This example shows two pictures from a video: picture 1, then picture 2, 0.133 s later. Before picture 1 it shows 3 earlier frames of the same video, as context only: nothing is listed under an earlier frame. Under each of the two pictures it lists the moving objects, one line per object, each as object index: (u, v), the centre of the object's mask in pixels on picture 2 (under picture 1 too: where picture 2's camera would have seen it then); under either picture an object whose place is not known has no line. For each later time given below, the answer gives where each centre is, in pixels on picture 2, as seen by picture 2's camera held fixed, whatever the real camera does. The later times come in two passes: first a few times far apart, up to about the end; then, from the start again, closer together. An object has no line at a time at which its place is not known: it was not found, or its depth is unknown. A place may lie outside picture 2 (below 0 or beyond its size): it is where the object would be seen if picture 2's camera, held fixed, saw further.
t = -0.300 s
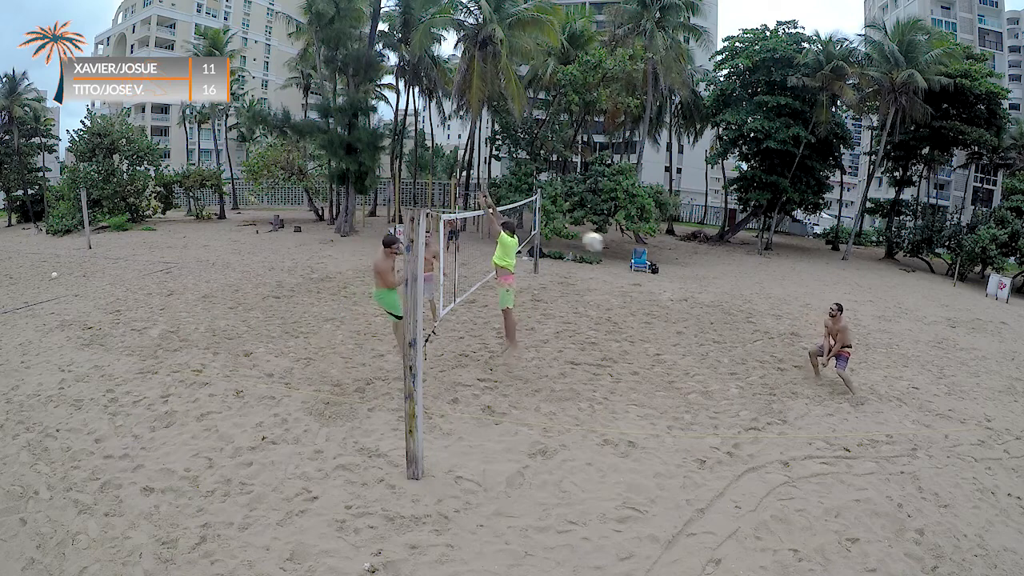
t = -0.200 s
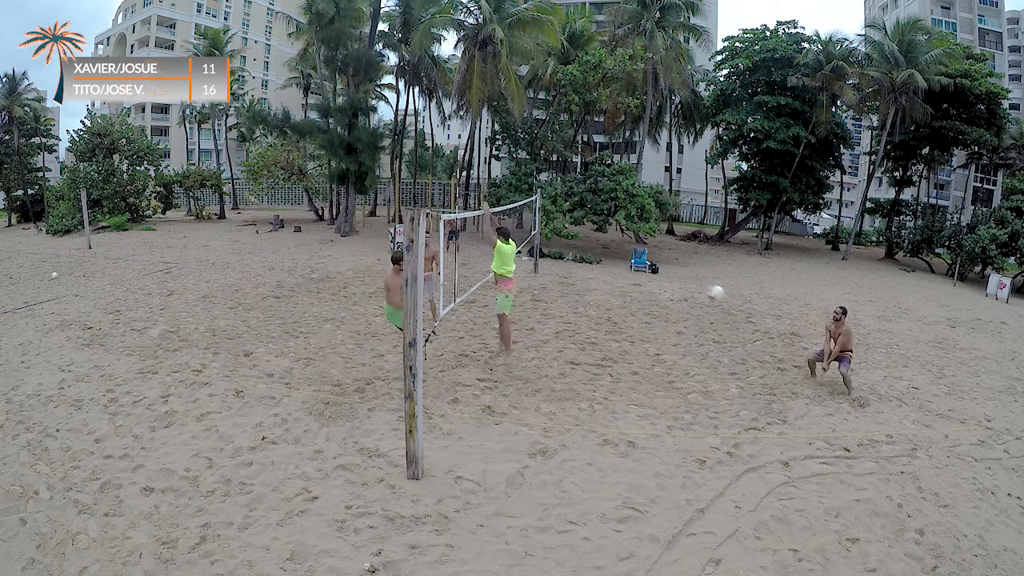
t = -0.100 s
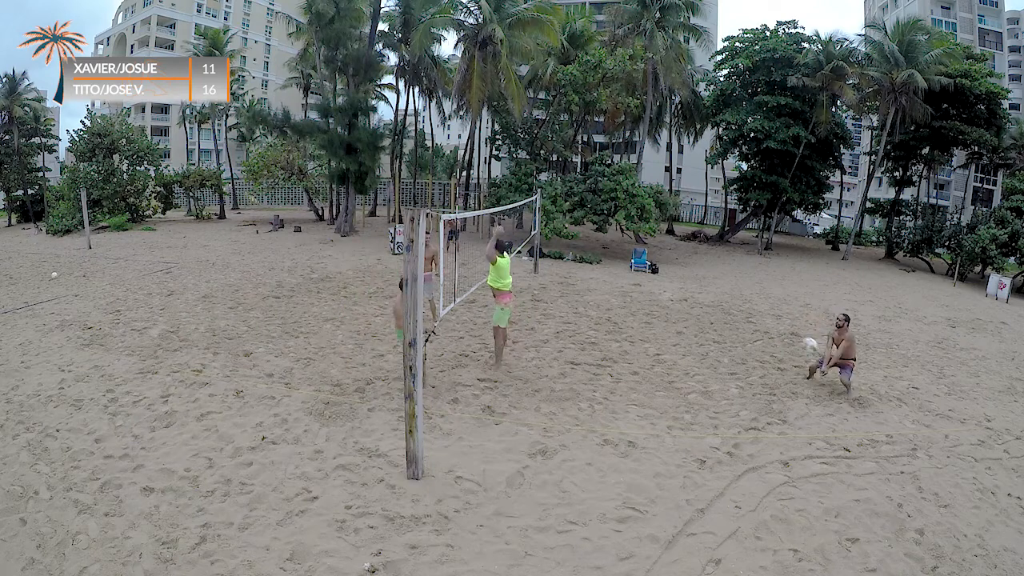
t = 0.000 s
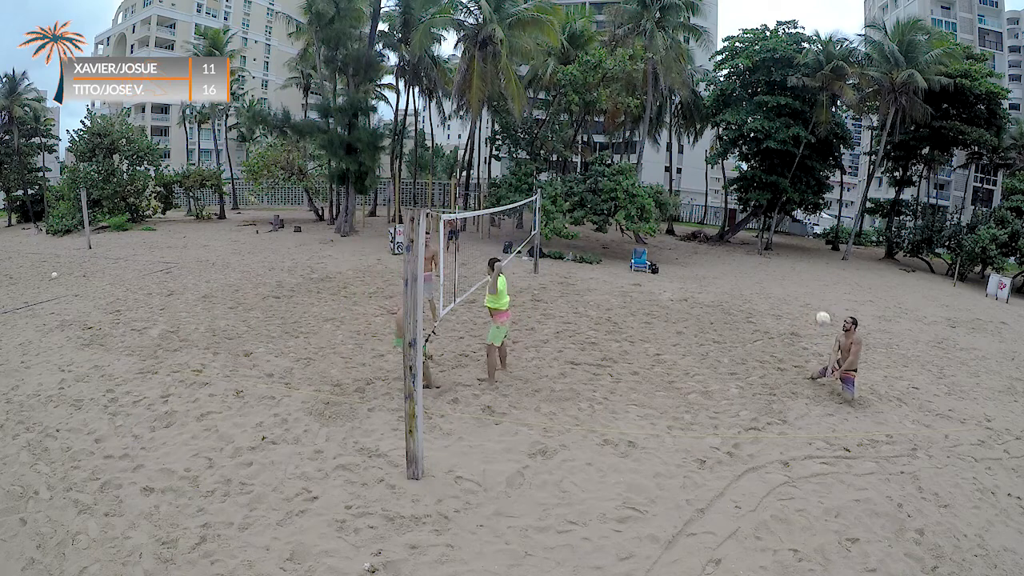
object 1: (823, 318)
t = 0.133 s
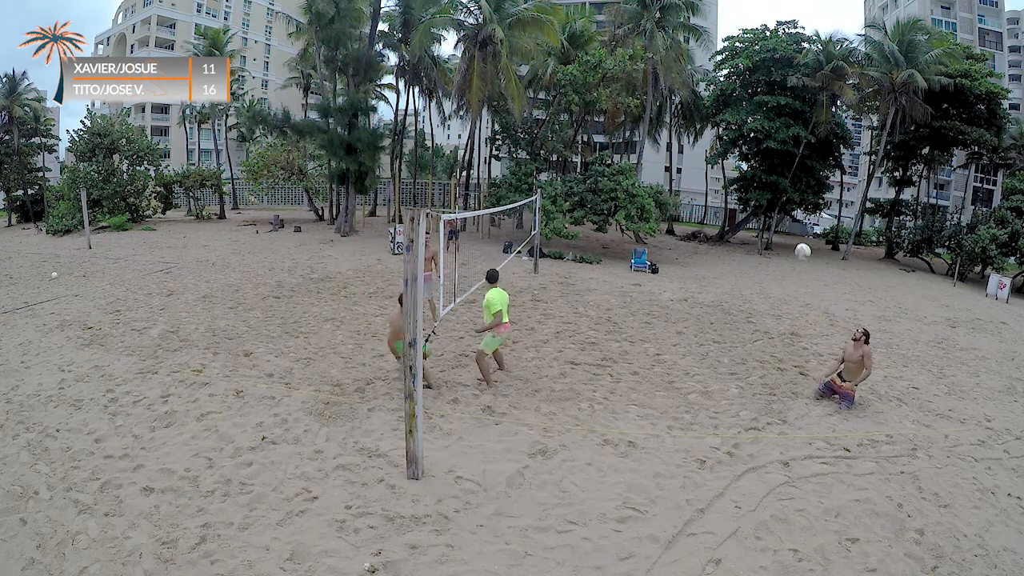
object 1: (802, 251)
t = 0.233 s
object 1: (786, 209)
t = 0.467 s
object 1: (743, 140)
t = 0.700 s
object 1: (701, 111)
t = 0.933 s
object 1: (662, 118)
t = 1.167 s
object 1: (625, 155)
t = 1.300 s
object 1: (605, 188)
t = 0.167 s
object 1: (797, 236)
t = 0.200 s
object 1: (791, 223)
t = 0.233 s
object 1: (786, 209)
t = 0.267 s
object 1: (780, 196)
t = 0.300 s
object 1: (773, 185)
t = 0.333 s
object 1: (768, 174)
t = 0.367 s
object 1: (761, 164)
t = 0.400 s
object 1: (755, 155)
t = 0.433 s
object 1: (749, 147)
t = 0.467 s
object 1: (743, 140)
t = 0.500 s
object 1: (737, 133)
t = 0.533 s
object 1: (730, 128)
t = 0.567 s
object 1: (725, 123)
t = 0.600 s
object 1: (719, 119)
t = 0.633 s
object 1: (713, 116)
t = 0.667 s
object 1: (707, 113)
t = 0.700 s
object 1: (701, 111)
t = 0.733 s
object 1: (695, 110)
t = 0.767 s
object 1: (689, 110)
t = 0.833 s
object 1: (678, 112)
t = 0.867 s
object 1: (673, 113)
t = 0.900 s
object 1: (667, 115)
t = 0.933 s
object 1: (662, 118)
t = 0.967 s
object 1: (657, 122)
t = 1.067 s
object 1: (640, 136)
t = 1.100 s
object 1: (636, 142)
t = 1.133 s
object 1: (630, 148)
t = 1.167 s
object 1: (625, 155)
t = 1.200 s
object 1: (620, 162)
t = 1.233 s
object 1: (615, 171)
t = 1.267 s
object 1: (610, 179)
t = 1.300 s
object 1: (605, 188)
